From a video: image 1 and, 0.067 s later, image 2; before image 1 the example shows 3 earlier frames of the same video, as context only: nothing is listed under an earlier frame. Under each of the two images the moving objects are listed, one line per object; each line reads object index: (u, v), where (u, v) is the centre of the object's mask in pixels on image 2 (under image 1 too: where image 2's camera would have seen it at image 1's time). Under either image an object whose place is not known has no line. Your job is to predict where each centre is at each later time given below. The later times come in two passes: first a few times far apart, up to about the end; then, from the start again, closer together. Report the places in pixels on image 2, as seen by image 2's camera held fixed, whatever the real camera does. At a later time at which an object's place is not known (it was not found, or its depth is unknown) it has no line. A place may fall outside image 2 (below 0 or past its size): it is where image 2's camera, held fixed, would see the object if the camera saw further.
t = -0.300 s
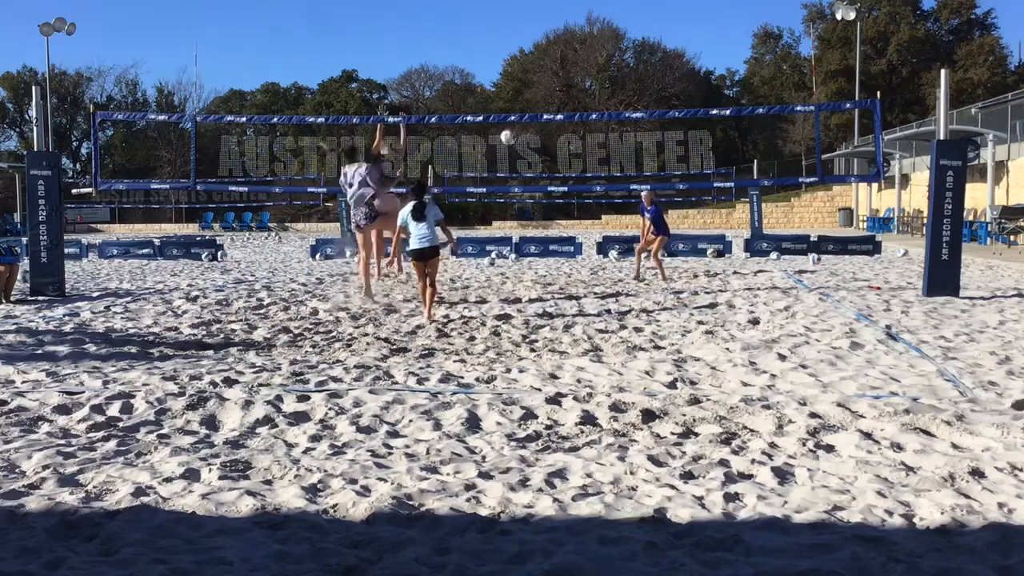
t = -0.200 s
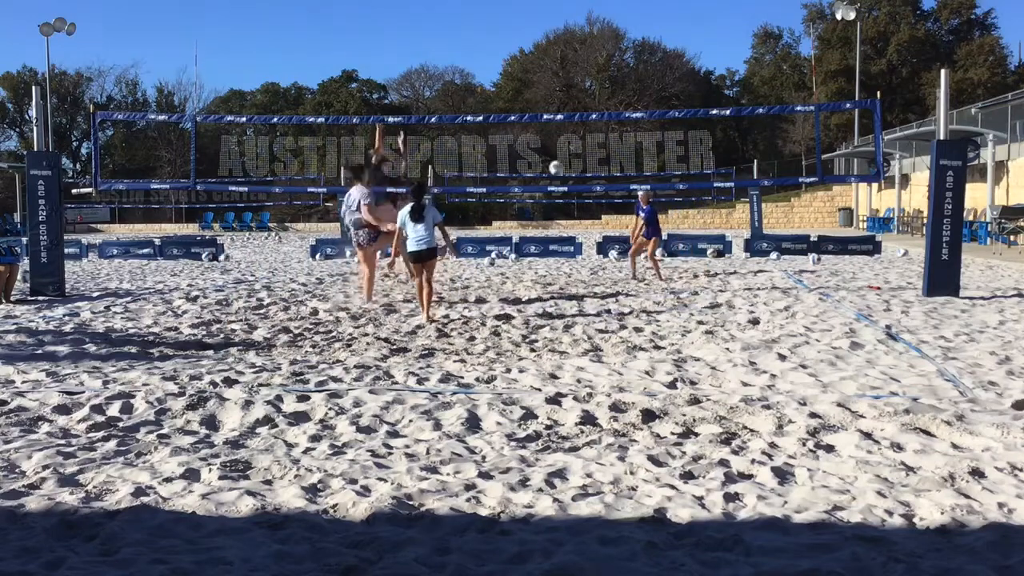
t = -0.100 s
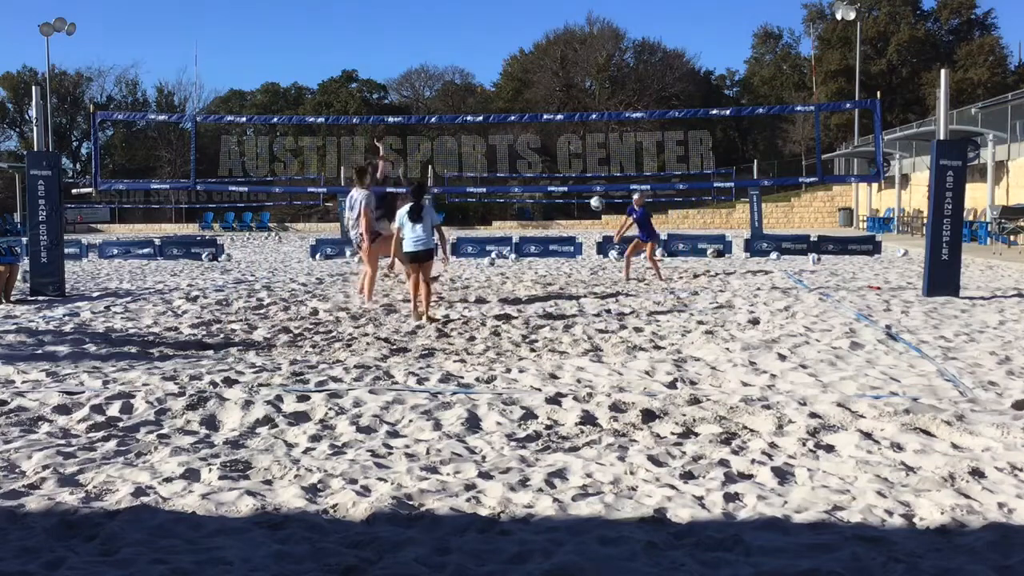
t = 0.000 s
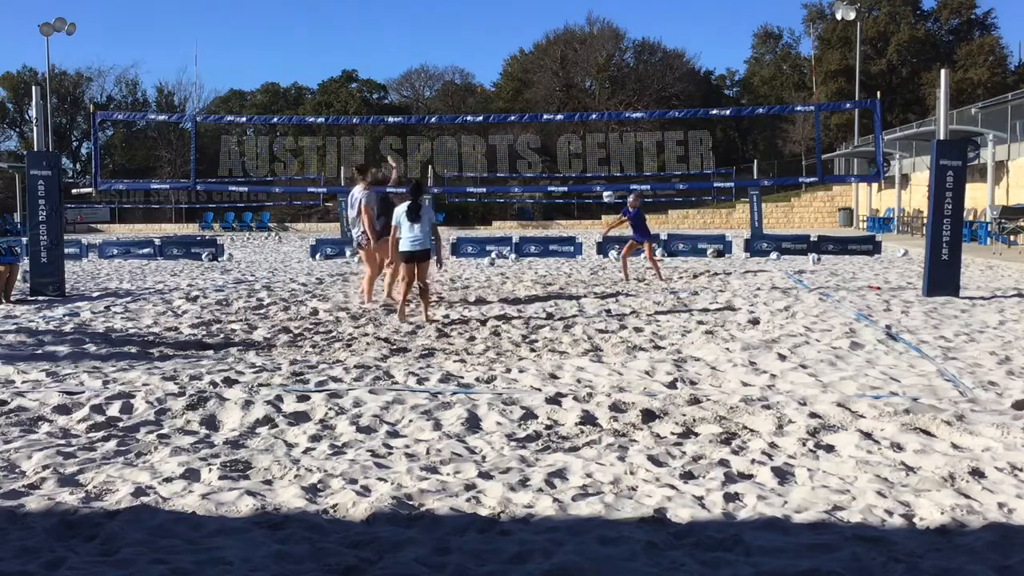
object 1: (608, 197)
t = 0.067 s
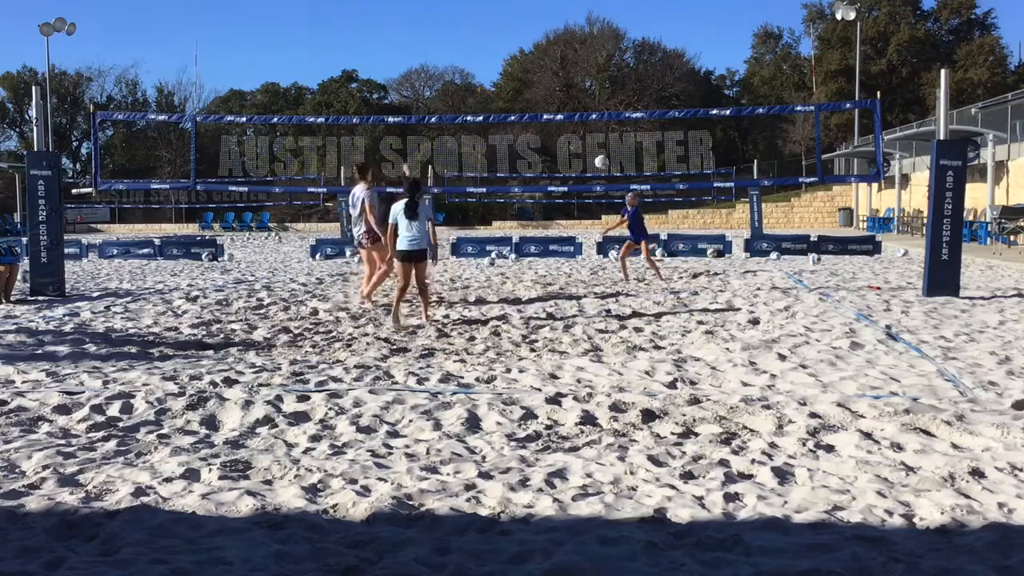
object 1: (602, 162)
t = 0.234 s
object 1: (582, 86)
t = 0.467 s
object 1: (555, 4)
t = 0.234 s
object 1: (582, 86)
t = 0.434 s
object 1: (560, 11)
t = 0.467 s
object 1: (555, 4)
